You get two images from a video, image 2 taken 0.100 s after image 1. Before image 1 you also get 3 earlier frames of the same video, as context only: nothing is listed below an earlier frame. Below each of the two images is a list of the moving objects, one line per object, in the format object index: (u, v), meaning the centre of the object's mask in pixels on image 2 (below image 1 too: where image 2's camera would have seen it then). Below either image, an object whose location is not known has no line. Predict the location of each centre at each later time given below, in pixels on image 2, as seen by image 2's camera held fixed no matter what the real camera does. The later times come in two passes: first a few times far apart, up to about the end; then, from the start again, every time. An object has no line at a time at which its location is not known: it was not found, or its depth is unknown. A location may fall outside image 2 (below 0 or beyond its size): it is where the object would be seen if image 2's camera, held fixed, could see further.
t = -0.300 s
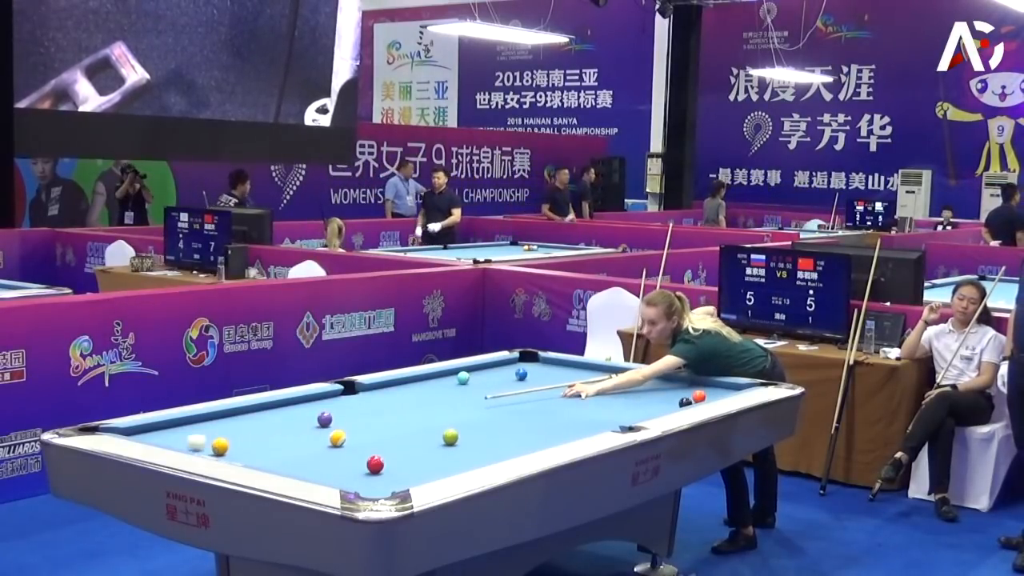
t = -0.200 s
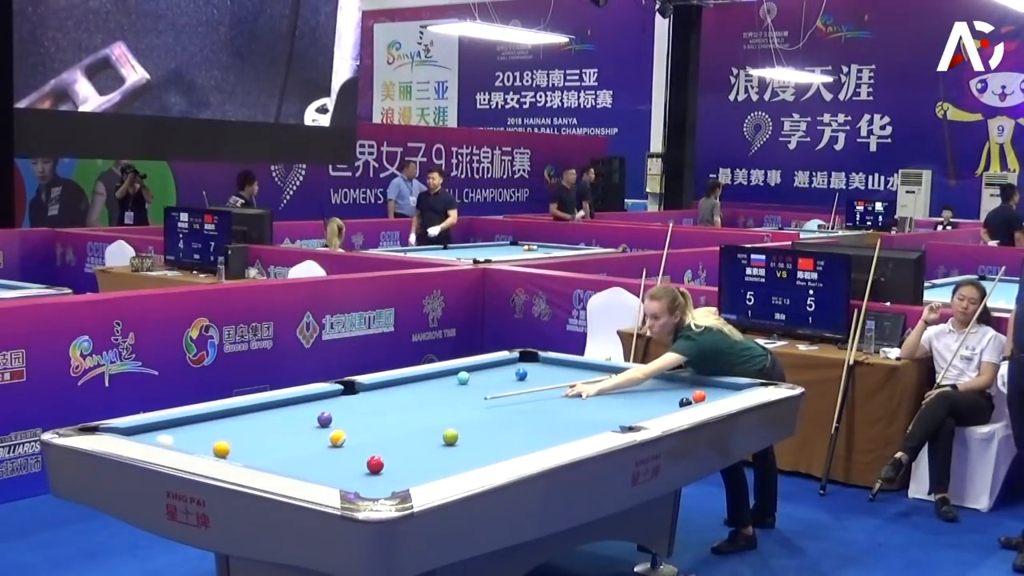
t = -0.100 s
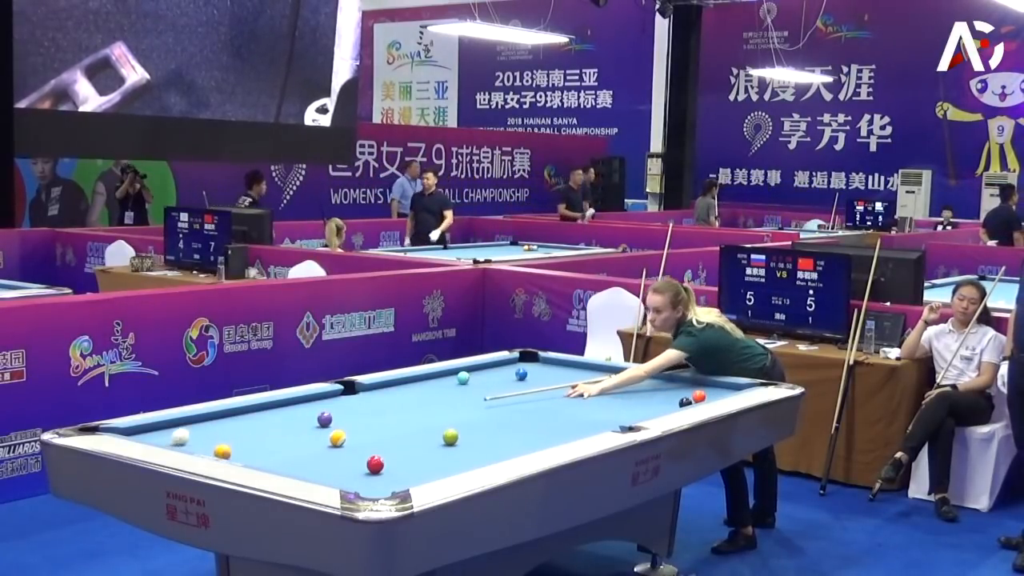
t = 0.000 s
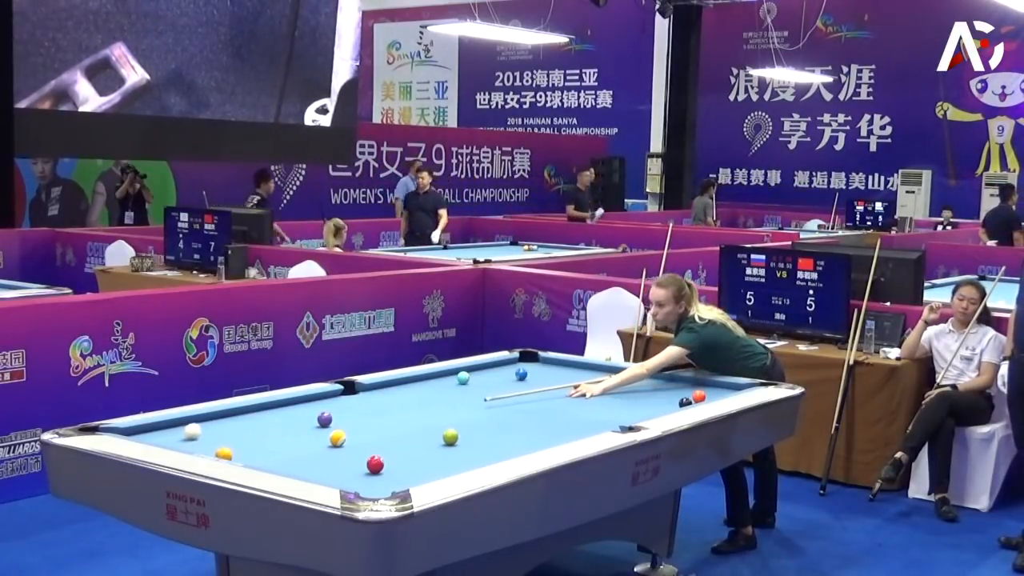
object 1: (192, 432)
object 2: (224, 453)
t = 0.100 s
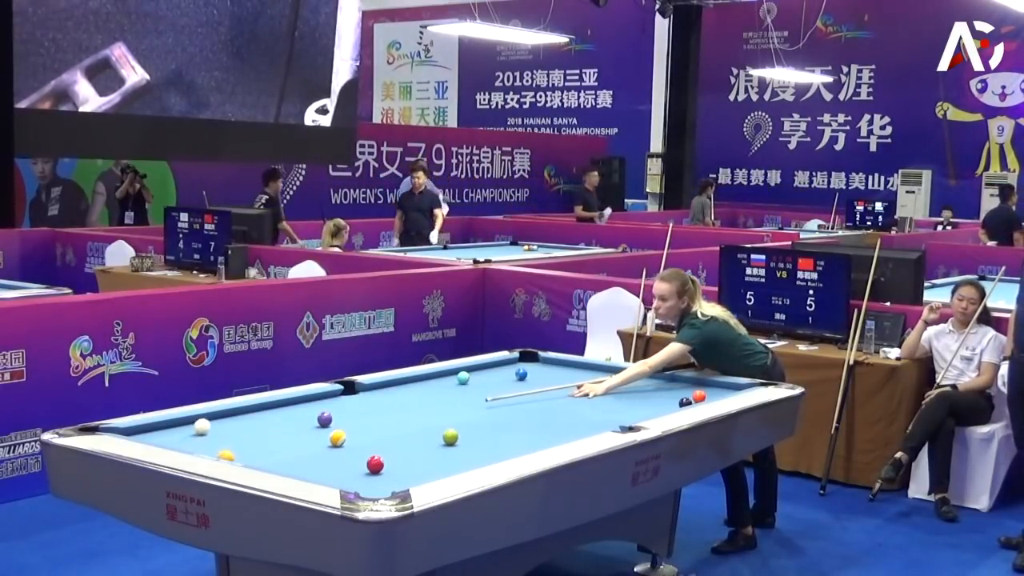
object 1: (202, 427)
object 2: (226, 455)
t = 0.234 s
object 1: (213, 421)
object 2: (236, 457)
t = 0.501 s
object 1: (238, 411)
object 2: (257, 460)
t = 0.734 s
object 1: (272, 408)
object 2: (274, 462)
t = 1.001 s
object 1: (308, 404)
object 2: (293, 464)
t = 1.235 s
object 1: (339, 401)
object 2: (307, 464)
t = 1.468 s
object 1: (367, 398)
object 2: (320, 465)
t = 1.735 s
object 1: (397, 395)
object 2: (334, 466)
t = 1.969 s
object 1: (421, 393)
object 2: (345, 466)
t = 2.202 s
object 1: (444, 390)
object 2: (353, 467)
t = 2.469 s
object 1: (468, 388)
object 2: (362, 467)
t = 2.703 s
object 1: (488, 386)
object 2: (366, 468)
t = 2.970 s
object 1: (509, 384)
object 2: (369, 469)
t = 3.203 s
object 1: (527, 383)
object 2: (370, 469)
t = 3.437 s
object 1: (544, 381)
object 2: (371, 469)
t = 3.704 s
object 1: (561, 379)
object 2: (371, 469)
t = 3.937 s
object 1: (575, 378)
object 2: (371, 469)
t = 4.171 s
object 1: (588, 377)
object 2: (371, 469)
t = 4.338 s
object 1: (597, 376)
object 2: (371, 469)
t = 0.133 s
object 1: (205, 425)
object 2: (228, 455)
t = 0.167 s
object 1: (208, 424)
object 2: (231, 456)
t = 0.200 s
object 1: (211, 422)
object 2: (234, 456)
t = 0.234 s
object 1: (213, 421)
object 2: (236, 457)
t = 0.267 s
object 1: (216, 420)
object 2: (239, 457)
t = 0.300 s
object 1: (219, 419)
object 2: (241, 457)
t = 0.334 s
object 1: (222, 417)
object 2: (244, 458)
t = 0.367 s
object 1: (225, 416)
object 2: (247, 458)
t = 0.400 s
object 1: (227, 414)
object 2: (250, 459)
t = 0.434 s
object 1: (230, 413)
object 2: (252, 459)
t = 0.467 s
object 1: (233, 412)
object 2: (254, 459)
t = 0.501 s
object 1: (238, 411)
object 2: (257, 460)
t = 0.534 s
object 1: (243, 411)
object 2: (260, 460)
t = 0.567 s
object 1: (248, 410)
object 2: (262, 460)
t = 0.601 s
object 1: (253, 409)
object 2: (265, 461)
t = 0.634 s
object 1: (258, 409)
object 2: (267, 461)
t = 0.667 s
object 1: (263, 409)
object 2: (270, 461)
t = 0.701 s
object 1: (267, 408)
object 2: (272, 461)
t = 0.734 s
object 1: (272, 408)
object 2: (274, 462)
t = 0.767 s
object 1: (277, 407)
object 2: (277, 462)
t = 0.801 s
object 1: (282, 407)
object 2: (279, 462)
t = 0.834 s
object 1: (286, 406)
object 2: (282, 462)
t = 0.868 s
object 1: (291, 406)
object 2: (284, 463)
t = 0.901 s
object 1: (295, 405)
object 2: (286, 463)
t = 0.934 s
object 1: (300, 405)
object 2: (288, 463)
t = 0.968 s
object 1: (304, 404)
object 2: (290, 463)
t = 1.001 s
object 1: (308, 404)
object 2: (293, 464)
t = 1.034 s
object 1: (313, 403)
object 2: (295, 464)
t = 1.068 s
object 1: (317, 403)
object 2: (297, 464)
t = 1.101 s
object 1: (322, 403)
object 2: (299, 464)
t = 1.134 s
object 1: (326, 402)
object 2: (301, 464)
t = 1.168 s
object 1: (330, 402)
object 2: (303, 464)
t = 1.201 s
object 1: (335, 401)
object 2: (305, 464)
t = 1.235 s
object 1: (339, 401)
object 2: (307, 464)
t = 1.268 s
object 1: (343, 400)
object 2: (309, 465)
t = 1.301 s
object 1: (347, 400)
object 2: (311, 465)
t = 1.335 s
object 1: (351, 400)
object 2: (313, 465)
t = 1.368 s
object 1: (355, 399)
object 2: (315, 465)
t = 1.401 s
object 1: (359, 399)
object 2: (317, 465)
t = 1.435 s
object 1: (363, 399)
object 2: (318, 465)
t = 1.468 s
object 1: (367, 398)
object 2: (320, 465)
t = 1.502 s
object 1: (370, 398)
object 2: (322, 465)
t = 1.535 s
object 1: (374, 397)
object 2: (324, 465)
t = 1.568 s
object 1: (378, 397)
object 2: (326, 465)
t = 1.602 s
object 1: (382, 396)
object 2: (327, 465)
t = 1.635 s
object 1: (385, 396)
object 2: (329, 465)
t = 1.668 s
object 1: (390, 395)
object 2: (331, 465)
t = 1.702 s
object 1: (393, 395)
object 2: (333, 465)
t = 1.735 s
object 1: (397, 395)
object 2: (334, 466)
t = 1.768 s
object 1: (400, 395)
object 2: (336, 466)
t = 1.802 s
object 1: (404, 394)
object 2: (337, 466)
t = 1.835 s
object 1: (407, 394)
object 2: (339, 466)
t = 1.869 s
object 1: (411, 393)
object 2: (340, 466)
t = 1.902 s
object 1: (415, 393)
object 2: (342, 466)
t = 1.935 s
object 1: (418, 393)
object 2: (343, 466)
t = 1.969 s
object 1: (421, 393)
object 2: (345, 466)
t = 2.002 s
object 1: (424, 393)
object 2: (346, 467)
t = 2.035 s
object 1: (428, 392)
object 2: (347, 467)
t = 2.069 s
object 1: (431, 392)
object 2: (349, 467)
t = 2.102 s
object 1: (434, 391)
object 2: (350, 467)
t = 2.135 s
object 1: (438, 391)
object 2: (351, 467)
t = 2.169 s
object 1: (441, 391)
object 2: (352, 467)
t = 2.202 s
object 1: (444, 390)
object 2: (353, 467)
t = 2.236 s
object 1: (447, 390)
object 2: (354, 467)
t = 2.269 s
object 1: (450, 390)
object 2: (355, 467)
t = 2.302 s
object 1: (453, 390)
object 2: (356, 467)
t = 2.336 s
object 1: (456, 389)
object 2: (357, 467)
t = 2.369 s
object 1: (460, 389)
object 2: (358, 467)
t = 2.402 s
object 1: (463, 389)
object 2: (360, 467)
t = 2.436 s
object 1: (466, 388)
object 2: (361, 467)
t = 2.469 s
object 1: (468, 388)
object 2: (362, 467)
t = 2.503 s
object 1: (471, 388)
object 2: (363, 467)
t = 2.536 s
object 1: (475, 387)
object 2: (363, 467)
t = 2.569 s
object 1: (477, 387)
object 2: (364, 468)
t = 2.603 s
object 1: (480, 387)
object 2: (365, 468)
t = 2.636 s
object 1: (483, 387)
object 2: (365, 468)
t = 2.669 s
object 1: (486, 387)
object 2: (366, 468)
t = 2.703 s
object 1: (488, 386)
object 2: (366, 468)
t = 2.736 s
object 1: (491, 386)
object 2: (367, 468)
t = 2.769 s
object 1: (494, 386)
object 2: (367, 468)
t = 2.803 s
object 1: (497, 386)
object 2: (367, 468)
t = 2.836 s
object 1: (499, 385)
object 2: (368, 468)
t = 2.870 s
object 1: (502, 385)
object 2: (368, 468)
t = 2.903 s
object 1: (504, 385)
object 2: (369, 468)
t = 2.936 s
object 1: (507, 384)
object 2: (369, 468)
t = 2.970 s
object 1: (509, 384)
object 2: (369, 469)
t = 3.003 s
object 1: (512, 384)
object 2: (369, 469)
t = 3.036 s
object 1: (515, 384)
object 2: (370, 469)
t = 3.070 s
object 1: (517, 384)
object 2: (370, 469)
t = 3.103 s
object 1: (520, 383)
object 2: (370, 469)
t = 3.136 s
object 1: (522, 383)
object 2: (370, 469)
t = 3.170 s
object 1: (525, 383)
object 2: (370, 469)
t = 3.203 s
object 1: (527, 383)
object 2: (370, 469)
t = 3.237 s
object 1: (530, 382)
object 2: (370, 469)
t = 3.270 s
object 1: (532, 382)
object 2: (371, 469)
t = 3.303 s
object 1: (534, 382)
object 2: (371, 469)
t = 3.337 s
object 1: (537, 382)
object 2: (371, 469)
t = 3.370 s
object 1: (539, 382)
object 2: (371, 469)
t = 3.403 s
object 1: (541, 381)
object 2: (371, 469)
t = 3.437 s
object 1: (544, 381)
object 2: (371, 469)
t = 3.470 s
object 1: (546, 381)
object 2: (371, 469)
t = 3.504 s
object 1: (548, 381)
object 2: (371, 469)
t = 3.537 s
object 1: (550, 381)
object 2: (371, 469)
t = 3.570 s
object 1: (553, 380)
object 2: (371, 469)
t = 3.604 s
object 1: (555, 380)
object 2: (371, 469)
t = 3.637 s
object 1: (557, 380)
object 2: (371, 469)
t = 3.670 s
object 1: (559, 380)
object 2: (371, 469)
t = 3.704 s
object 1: (561, 379)
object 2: (371, 469)
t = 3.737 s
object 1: (563, 379)
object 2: (371, 469)
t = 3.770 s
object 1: (565, 379)
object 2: (371, 469)
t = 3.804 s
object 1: (567, 379)
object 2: (371, 469)
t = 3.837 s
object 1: (569, 379)
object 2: (371, 469)
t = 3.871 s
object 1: (571, 379)
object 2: (371, 469)
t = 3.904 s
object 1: (573, 378)
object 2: (371, 469)
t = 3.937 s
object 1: (575, 378)
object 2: (371, 469)
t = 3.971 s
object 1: (577, 378)
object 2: (371, 469)
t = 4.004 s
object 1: (579, 378)
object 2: (371, 469)
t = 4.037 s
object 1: (581, 378)
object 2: (371, 469)
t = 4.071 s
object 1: (583, 378)
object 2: (371, 469)
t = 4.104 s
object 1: (584, 378)
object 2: (371, 469)
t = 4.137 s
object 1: (586, 377)
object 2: (371, 469)
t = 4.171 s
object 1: (588, 377)
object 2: (371, 469)
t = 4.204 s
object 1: (590, 377)
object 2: (371, 469)
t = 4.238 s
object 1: (592, 377)
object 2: (371, 469)
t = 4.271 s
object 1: (594, 377)
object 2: (371, 469)
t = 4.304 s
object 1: (595, 376)
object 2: (371, 469)
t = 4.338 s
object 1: (597, 376)
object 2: (371, 469)
